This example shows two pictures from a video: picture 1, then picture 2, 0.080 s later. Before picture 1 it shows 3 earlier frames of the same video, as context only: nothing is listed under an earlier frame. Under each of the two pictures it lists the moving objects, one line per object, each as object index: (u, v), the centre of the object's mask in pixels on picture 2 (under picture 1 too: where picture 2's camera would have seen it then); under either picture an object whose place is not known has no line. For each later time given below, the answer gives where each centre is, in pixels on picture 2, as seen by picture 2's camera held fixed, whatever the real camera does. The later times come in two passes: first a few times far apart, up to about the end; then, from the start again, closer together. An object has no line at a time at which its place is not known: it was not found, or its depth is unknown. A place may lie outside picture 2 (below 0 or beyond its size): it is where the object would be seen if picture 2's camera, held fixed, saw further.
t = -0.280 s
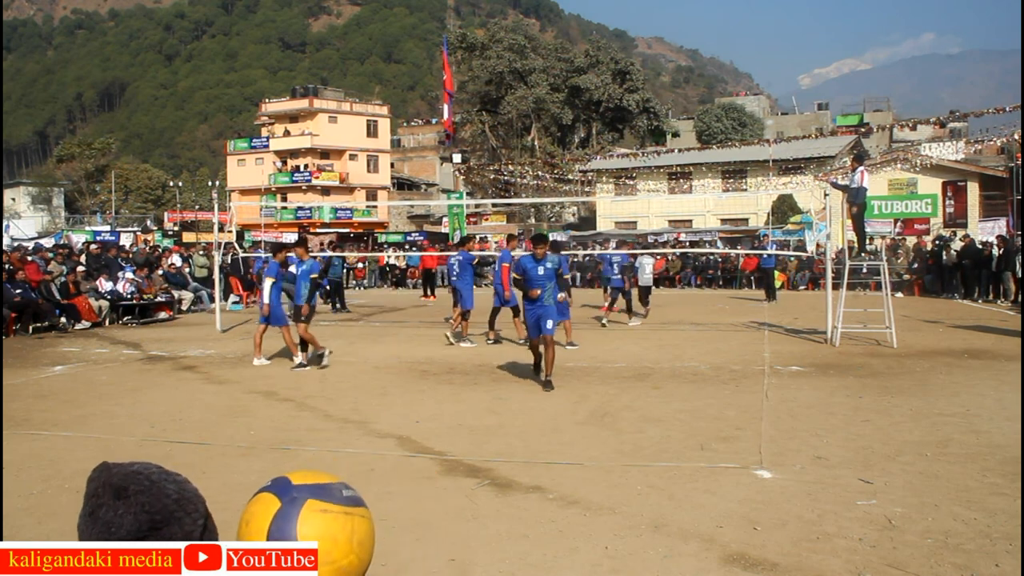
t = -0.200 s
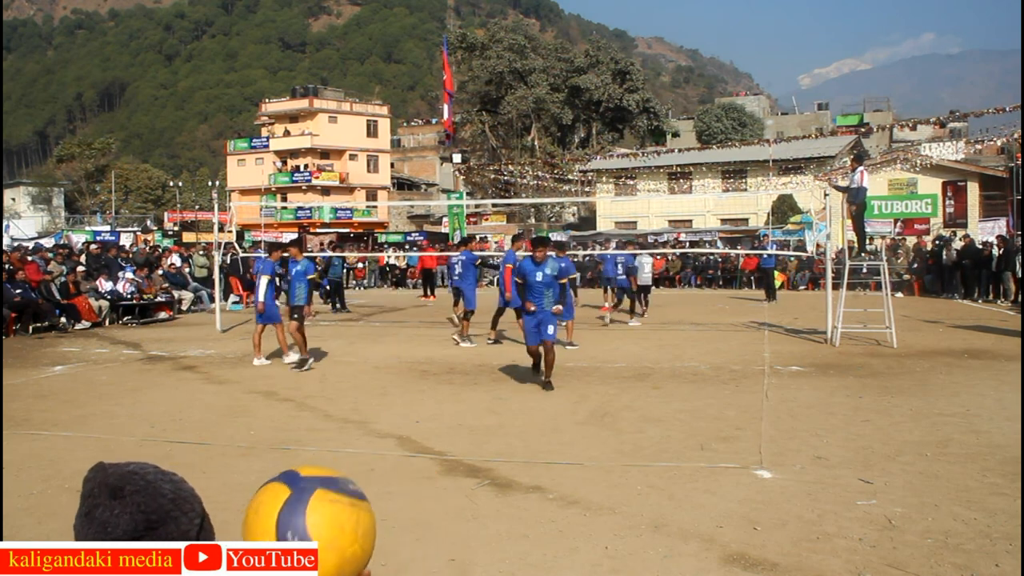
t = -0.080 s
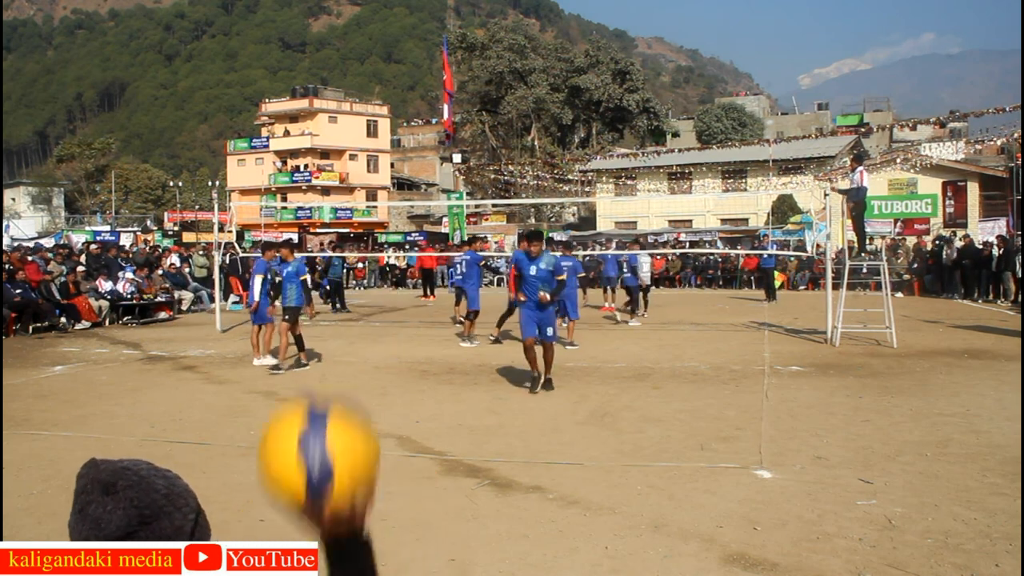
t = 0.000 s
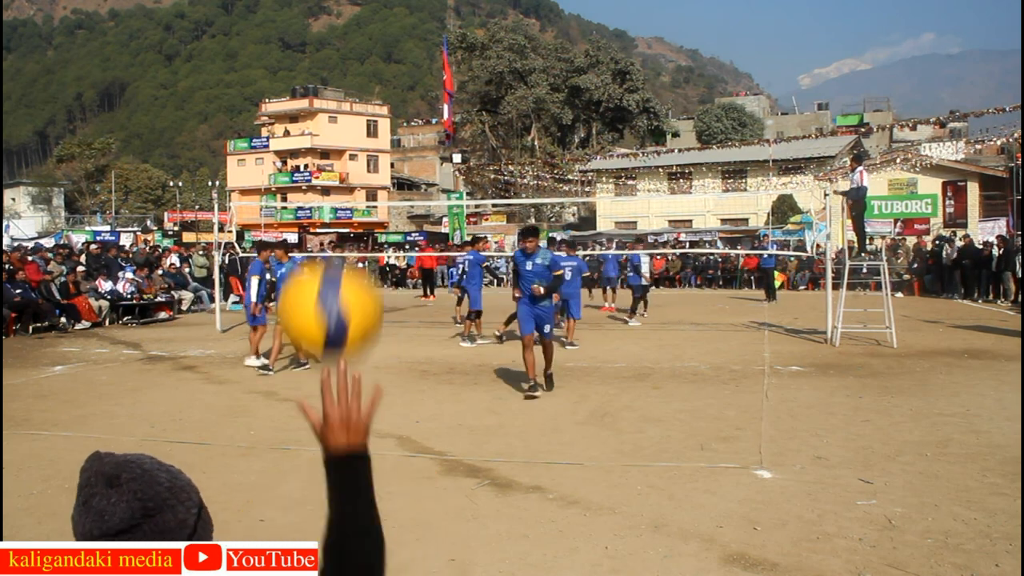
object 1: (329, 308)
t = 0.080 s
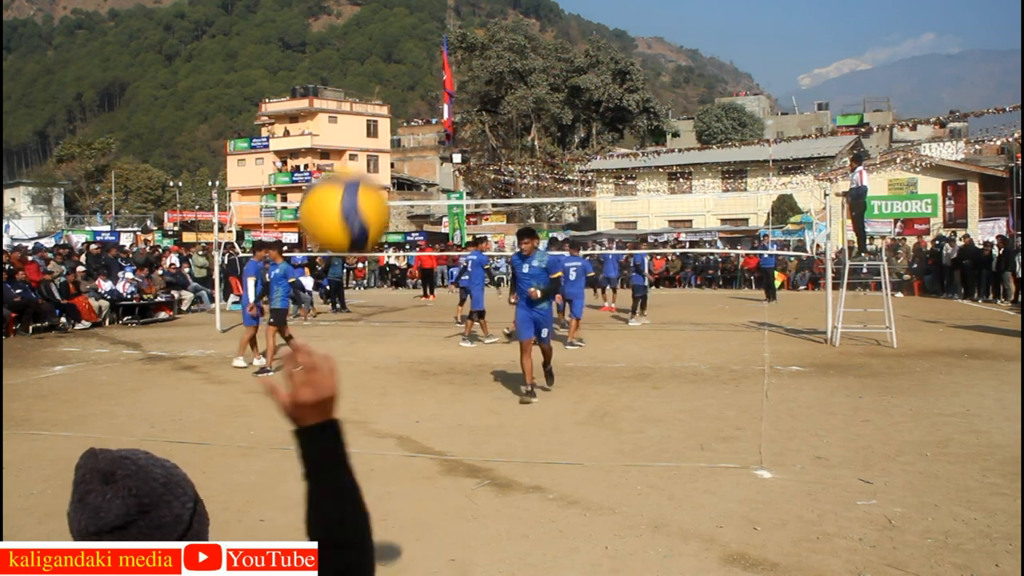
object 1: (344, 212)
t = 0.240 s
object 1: (365, 144)
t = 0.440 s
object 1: (380, 179)
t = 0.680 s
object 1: (392, 314)
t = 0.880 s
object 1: (402, 468)
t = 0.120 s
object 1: (350, 182)
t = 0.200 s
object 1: (361, 149)
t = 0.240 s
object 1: (365, 144)
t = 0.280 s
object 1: (368, 143)
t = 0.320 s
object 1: (371, 146)
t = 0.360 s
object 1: (375, 154)
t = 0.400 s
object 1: (377, 164)
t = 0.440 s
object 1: (380, 179)
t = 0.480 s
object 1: (382, 196)
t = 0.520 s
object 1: (385, 216)
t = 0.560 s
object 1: (386, 239)
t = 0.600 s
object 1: (389, 261)
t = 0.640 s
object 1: (390, 287)
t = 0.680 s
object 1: (392, 314)
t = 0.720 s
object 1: (394, 343)
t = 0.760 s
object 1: (396, 373)
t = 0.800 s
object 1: (398, 404)
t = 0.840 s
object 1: (399, 434)
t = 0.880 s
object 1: (402, 468)
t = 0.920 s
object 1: (403, 503)
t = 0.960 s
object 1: (403, 495)
